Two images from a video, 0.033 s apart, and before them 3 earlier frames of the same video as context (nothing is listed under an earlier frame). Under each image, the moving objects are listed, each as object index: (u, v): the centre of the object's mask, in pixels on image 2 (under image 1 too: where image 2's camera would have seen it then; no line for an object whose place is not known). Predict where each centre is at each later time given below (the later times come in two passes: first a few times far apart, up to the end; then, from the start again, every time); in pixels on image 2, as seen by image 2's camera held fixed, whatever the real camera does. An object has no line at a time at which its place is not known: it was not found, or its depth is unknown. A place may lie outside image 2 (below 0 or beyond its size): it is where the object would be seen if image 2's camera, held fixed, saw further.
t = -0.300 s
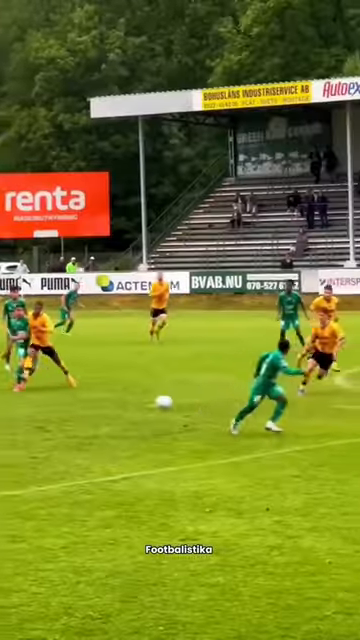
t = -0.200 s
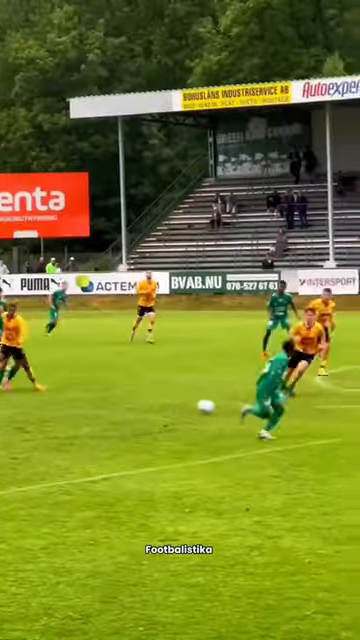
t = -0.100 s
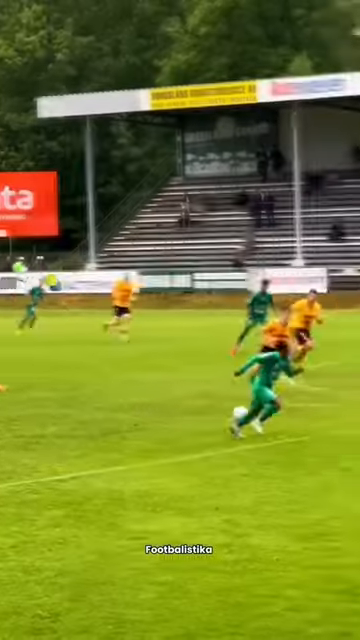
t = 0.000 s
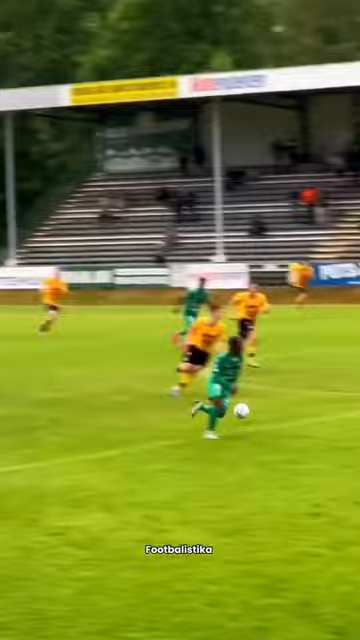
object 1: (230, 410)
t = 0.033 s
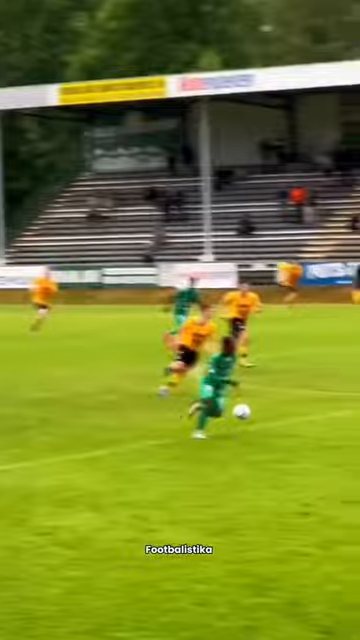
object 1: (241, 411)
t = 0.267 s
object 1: (413, 421)
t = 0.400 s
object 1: (515, 438)
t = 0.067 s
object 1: (266, 415)
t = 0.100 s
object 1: (292, 420)
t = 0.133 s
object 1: (315, 421)
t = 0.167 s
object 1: (339, 420)
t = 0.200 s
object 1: (363, 419)
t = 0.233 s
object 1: (387, 419)
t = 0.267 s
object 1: (413, 421)
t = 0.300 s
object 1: (436, 423)
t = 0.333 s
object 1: (461, 427)
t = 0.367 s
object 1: (488, 432)
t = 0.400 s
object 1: (515, 438)
